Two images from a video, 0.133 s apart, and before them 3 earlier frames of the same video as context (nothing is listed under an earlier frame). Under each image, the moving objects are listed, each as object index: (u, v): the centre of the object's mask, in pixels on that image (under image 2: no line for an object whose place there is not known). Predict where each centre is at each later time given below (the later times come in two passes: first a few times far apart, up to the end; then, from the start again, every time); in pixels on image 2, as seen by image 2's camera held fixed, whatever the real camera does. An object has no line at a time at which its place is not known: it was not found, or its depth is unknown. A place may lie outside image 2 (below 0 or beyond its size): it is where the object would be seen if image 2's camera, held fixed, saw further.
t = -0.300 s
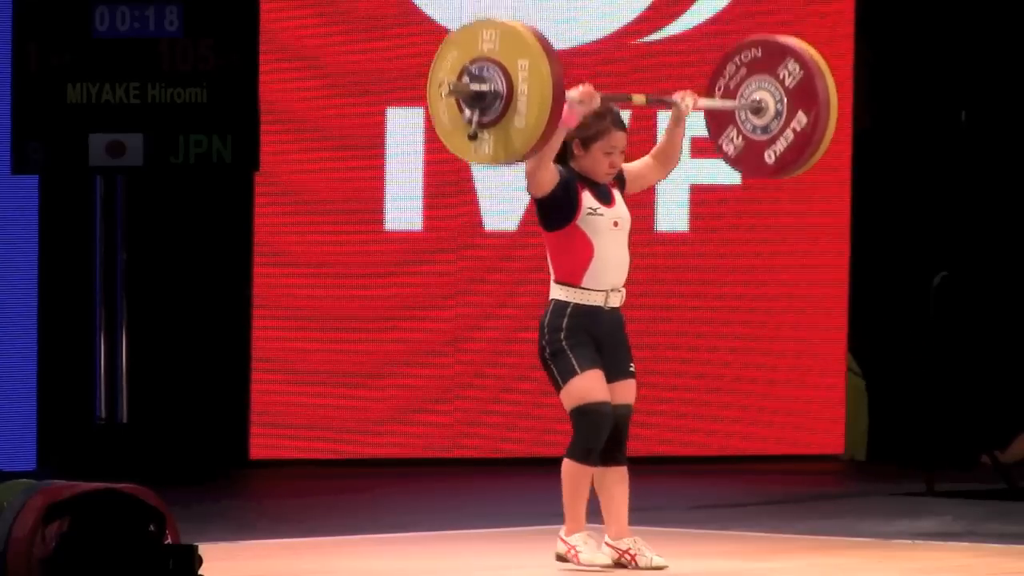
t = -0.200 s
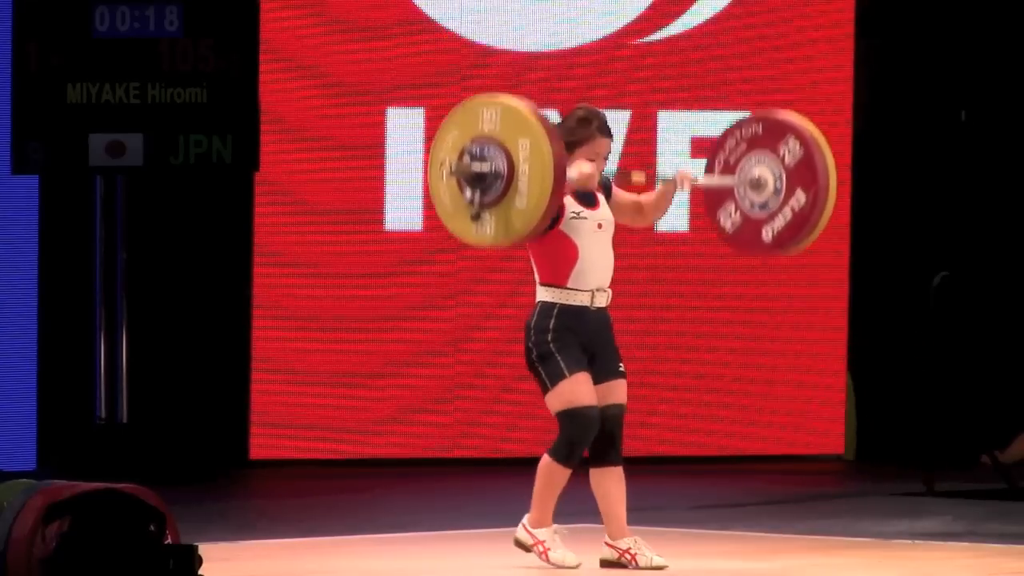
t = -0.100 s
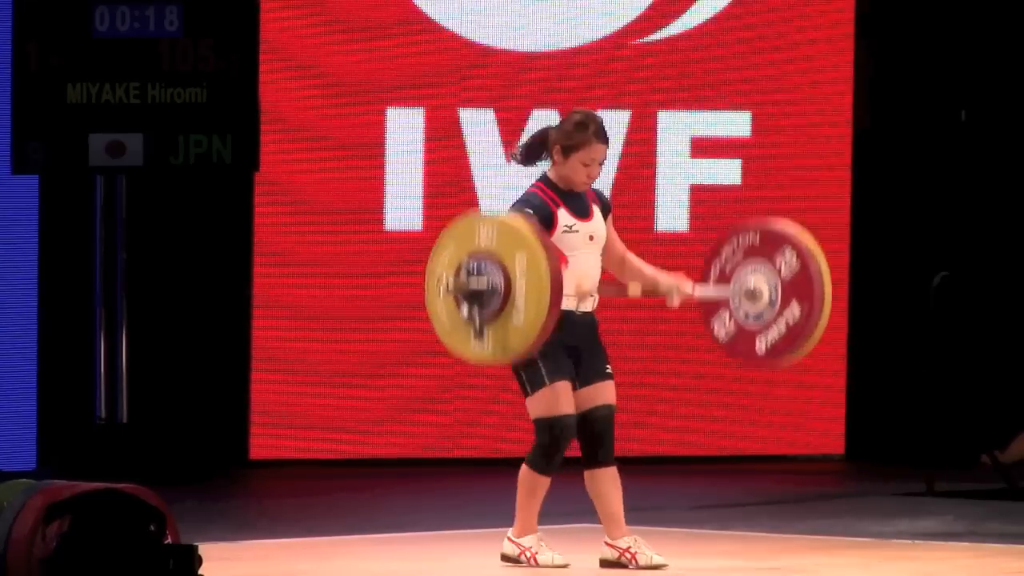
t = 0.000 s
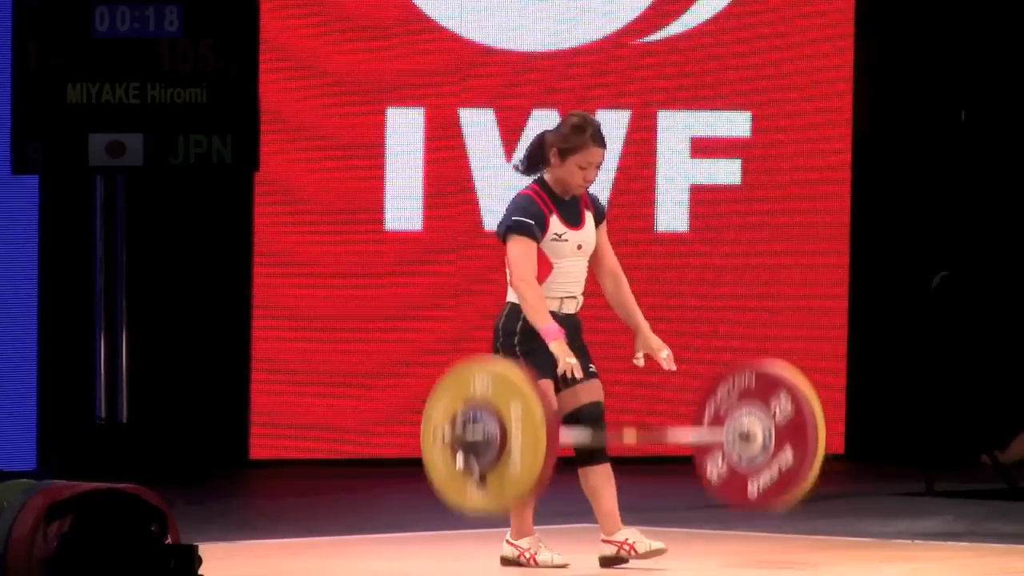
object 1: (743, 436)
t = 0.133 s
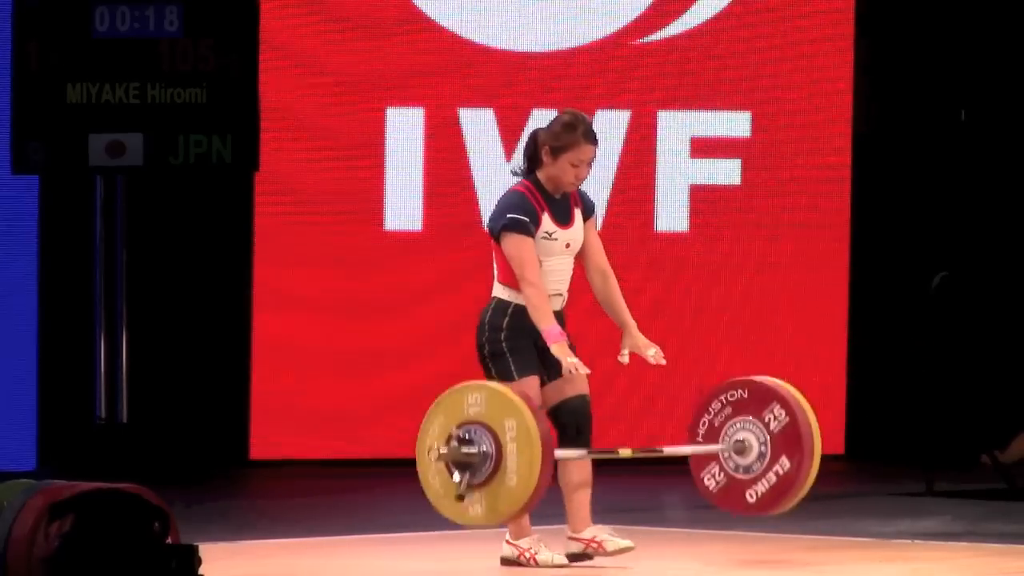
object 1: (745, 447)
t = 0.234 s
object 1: (741, 422)
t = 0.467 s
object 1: (731, 485)
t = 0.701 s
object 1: (727, 488)
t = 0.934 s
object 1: (722, 489)
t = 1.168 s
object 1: (719, 489)
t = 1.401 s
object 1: (716, 489)
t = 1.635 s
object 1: (712, 489)
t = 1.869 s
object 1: (709, 489)
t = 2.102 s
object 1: (704, 489)
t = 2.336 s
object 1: (703, 489)
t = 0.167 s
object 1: (743, 435)
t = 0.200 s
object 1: (743, 427)
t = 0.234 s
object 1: (741, 422)
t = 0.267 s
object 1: (741, 421)
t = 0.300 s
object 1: (740, 423)
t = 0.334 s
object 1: (738, 429)
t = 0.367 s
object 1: (737, 438)
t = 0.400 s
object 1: (736, 450)
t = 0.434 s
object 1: (734, 466)
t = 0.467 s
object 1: (731, 485)
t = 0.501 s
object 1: (732, 485)
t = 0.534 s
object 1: (731, 481)
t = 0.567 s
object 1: (730, 480)
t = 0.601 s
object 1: (730, 482)
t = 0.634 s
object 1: (730, 487)
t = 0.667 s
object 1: (728, 488)
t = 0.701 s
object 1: (727, 488)
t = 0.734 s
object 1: (727, 489)
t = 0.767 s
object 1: (725, 489)
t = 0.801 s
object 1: (725, 489)
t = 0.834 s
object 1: (724, 489)
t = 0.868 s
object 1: (722, 489)
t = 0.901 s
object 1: (721, 489)
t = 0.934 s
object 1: (722, 489)
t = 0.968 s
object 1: (721, 489)
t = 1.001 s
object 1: (720, 489)
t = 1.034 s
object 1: (721, 489)
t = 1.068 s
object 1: (721, 489)
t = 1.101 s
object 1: (719, 489)
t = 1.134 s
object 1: (719, 489)
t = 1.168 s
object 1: (719, 489)
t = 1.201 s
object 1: (718, 489)
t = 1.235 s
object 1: (717, 489)
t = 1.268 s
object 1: (718, 489)
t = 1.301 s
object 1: (717, 489)
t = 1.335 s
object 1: (716, 489)
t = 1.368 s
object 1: (716, 489)
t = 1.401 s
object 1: (716, 489)
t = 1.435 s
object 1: (715, 489)
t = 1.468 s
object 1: (713, 489)
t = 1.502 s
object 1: (714, 489)
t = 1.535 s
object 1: (713, 489)
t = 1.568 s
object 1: (712, 489)
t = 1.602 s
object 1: (712, 489)
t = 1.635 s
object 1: (712, 489)
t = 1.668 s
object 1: (711, 489)
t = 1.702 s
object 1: (710, 489)
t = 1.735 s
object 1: (710, 489)
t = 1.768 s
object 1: (710, 489)
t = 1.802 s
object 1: (708, 489)
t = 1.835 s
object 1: (708, 489)
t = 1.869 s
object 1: (709, 489)
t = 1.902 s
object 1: (708, 489)
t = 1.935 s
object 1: (705, 489)
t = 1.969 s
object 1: (705, 489)
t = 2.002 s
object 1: (705, 489)
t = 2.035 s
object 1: (705, 489)
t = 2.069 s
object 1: (704, 489)
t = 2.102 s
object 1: (704, 489)
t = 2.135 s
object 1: (704, 489)
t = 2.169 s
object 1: (703, 489)
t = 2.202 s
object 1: (702, 489)
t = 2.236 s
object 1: (703, 488)
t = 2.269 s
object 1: (702, 489)
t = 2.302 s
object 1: (703, 488)
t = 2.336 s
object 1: (703, 489)
